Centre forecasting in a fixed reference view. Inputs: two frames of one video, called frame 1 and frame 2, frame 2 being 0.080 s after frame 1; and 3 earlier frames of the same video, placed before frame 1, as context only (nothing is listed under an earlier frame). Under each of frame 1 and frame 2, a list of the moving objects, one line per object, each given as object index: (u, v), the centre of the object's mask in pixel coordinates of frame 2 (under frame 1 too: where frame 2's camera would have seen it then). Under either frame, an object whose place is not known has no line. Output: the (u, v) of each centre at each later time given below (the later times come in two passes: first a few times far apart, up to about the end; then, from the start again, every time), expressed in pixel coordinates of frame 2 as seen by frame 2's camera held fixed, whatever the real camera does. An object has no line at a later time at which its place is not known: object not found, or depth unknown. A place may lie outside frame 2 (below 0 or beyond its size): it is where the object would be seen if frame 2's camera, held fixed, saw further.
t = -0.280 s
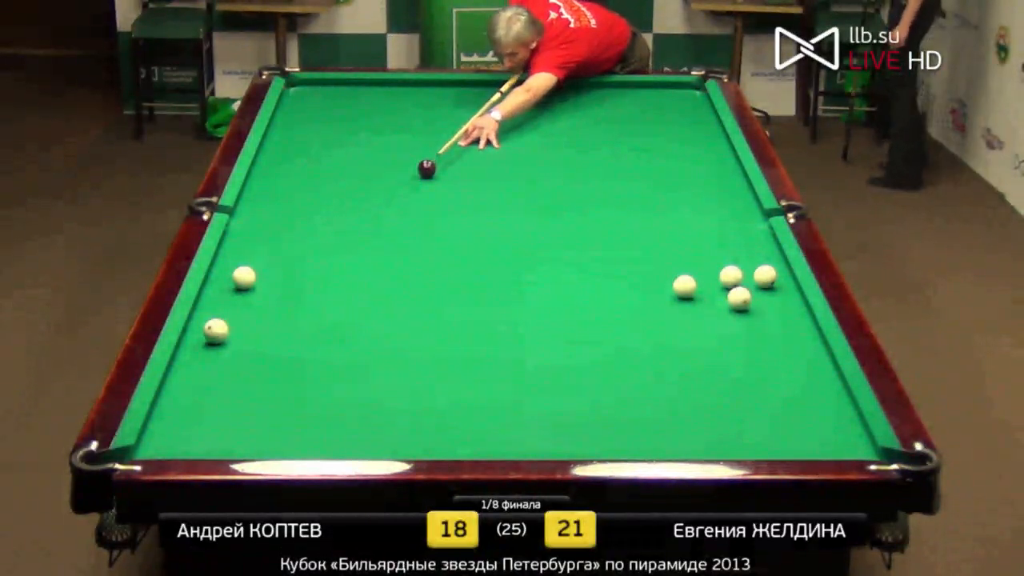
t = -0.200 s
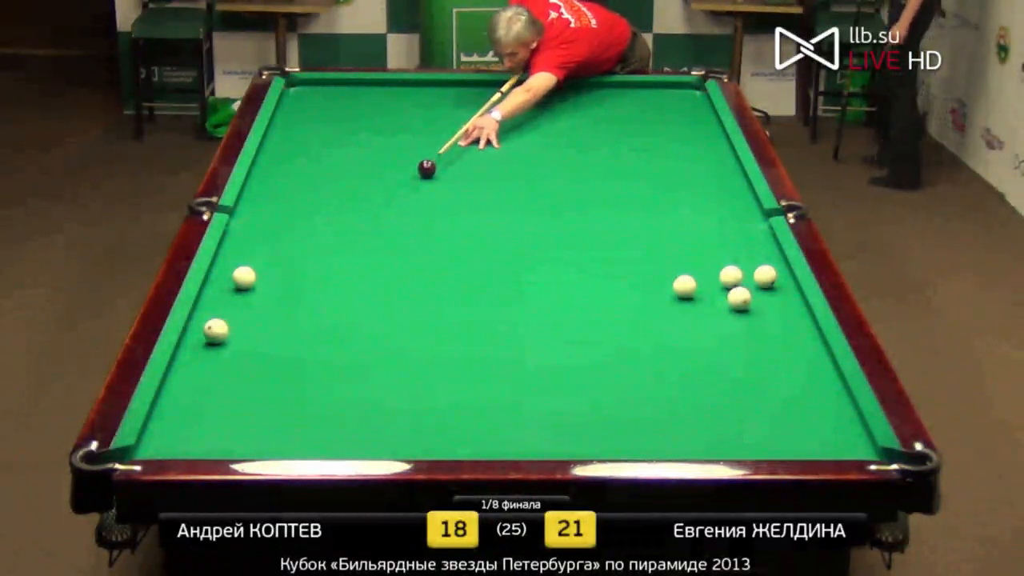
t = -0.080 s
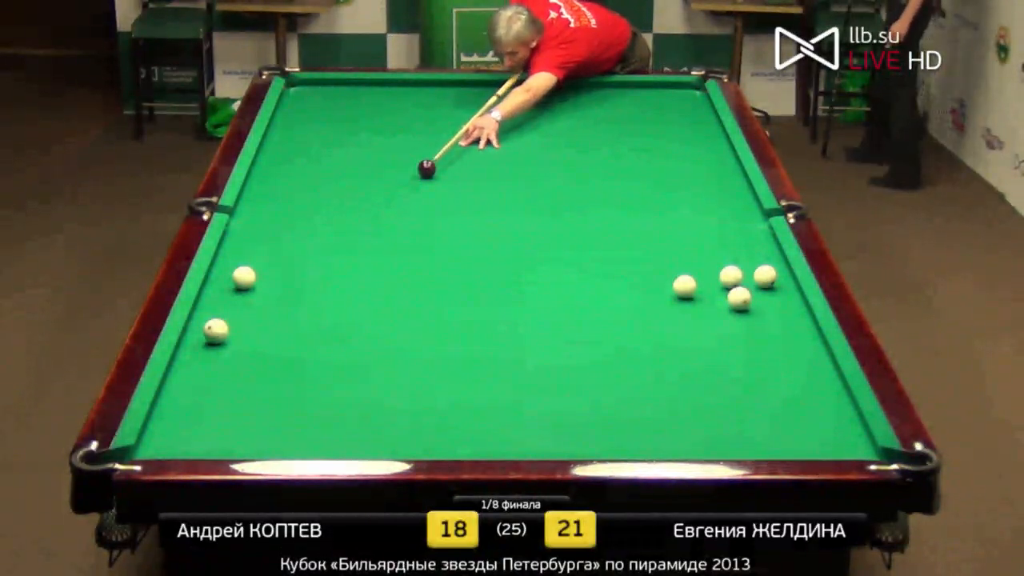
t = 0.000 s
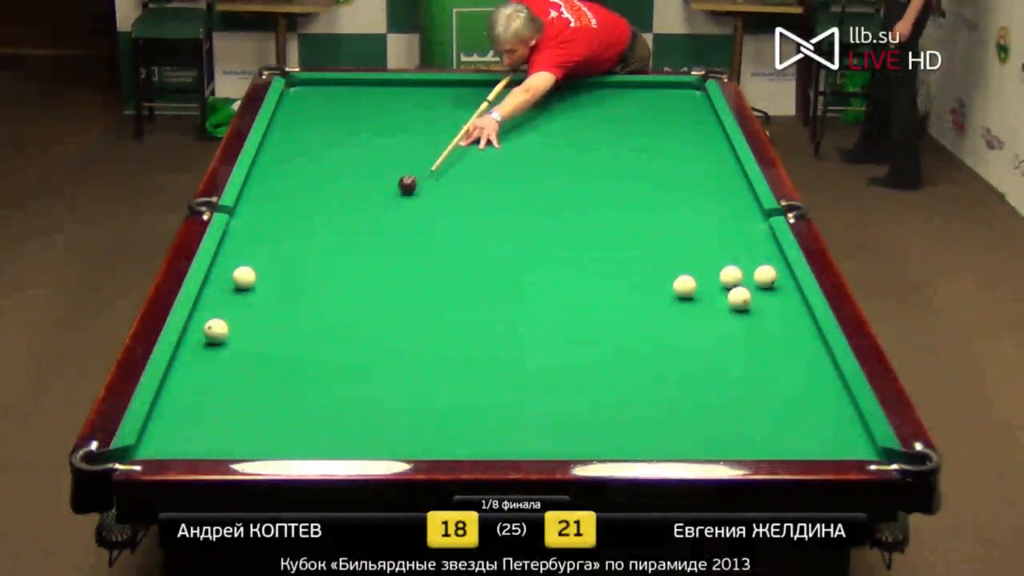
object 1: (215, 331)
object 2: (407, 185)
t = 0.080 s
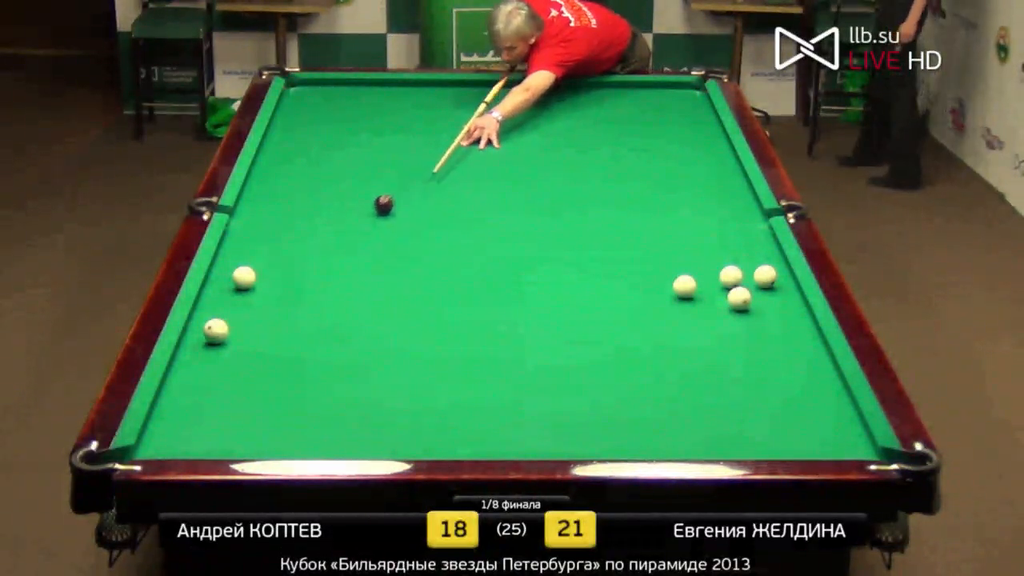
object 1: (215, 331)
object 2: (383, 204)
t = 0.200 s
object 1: (216, 331)
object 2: (348, 234)
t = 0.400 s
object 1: (215, 331)
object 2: (288, 285)
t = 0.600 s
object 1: (192, 337)
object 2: (248, 338)
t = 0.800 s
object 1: (250, 348)
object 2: (271, 382)
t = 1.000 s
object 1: (302, 359)
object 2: (289, 434)
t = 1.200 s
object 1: (355, 370)
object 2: (324, 426)
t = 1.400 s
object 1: (408, 381)
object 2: (361, 396)
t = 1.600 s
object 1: (461, 392)
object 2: (395, 369)
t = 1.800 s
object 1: (516, 403)
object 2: (426, 344)
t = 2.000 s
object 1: (570, 414)
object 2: (454, 321)
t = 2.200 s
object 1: (625, 425)
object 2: (480, 300)
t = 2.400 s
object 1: (679, 435)
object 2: (505, 280)
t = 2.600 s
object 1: (735, 443)
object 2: (527, 263)
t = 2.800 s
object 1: (781, 444)
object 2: (548, 245)
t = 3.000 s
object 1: (819, 441)
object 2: (568, 229)
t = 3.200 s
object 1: (856, 438)
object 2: (586, 215)
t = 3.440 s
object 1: (831, 428)
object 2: (607, 199)
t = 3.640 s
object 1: (806, 421)
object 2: (622, 186)
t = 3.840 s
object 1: (783, 414)
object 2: (637, 174)
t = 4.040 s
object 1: (761, 407)
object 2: (651, 163)
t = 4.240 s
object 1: (740, 401)
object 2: (664, 152)
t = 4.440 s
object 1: (720, 394)
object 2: (676, 142)
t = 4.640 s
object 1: (701, 388)
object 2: (688, 133)
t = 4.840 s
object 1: (684, 383)
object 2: (698, 124)
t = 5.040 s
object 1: (667, 378)
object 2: (709, 116)
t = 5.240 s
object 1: (652, 374)
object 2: (701, 109)
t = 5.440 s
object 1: (637, 370)
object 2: (692, 103)
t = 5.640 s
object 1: (624, 365)
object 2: (683, 98)
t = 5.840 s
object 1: (611, 361)
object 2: (674, 92)
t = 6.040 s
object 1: (599, 357)
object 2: (666, 87)
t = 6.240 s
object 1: (588, 354)
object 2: (660, 85)
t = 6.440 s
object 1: (578, 351)
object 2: (655, 89)
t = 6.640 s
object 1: (569, 348)
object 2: (650, 91)
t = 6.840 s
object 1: (560, 346)
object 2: (646, 94)
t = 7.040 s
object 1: (552, 343)
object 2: (641, 97)
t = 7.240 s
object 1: (544, 341)
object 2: (637, 99)
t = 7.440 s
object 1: (537, 339)
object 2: (633, 102)
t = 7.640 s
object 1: (531, 336)
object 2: (628, 104)
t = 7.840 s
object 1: (525, 334)
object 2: (624, 106)
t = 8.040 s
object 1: (521, 333)
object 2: (620, 108)
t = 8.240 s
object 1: (516, 332)
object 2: (617, 110)
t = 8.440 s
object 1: (513, 331)
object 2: (613, 111)
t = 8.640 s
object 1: (510, 330)
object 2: (610, 113)
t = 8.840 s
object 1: (508, 329)
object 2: (607, 114)
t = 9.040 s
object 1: (507, 328)
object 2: (604, 115)
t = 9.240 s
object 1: (506, 328)
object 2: (602, 117)
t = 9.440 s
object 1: (506, 328)
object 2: (599, 117)
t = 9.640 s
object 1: (505, 328)
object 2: (597, 118)
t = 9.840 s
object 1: (505, 328)
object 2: (595, 119)
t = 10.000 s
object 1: (505, 328)
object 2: (594, 119)
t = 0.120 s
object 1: (215, 331)
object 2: (372, 215)
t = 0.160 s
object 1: (215, 331)
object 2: (360, 224)
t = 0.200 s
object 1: (216, 331)
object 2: (348, 234)
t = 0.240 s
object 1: (216, 331)
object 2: (336, 244)
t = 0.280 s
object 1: (216, 331)
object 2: (325, 254)
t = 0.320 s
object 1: (216, 331)
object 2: (313, 264)
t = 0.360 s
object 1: (216, 331)
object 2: (301, 274)
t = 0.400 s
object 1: (215, 331)
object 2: (288, 285)
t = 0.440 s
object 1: (215, 331)
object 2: (275, 296)
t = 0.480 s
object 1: (216, 331)
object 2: (261, 307)
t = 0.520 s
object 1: (216, 331)
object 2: (248, 319)
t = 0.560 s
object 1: (208, 332)
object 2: (241, 330)
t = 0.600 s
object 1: (192, 337)
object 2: (248, 338)
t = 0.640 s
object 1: (205, 340)
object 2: (255, 346)
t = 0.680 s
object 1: (218, 342)
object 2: (260, 354)
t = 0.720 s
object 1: (229, 344)
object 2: (265, 363)
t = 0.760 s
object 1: (239, 346)
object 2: (268, 373)
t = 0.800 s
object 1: (250, 348)
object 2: (271, 382)
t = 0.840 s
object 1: (260, 350)
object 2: (275, 392)
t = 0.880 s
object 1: (271, 353)
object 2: (278, 402)
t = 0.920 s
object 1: (281, 355)
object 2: (281, 413)
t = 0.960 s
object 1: (291, 357)
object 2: (285, 423)
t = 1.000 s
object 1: (302, 359)
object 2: (289, 434)
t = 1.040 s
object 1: (313, 361)
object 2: (293, 442)
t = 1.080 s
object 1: (323, 364)
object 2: (298, 445)
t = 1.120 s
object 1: (334, 366)
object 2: (307, 440)
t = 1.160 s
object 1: (345, 368)
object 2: (316, 434)
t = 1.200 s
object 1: (355, 370)
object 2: (324, 426)
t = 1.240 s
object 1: (366, 372)
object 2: (332, 420)
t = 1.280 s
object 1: (376, 375)
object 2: (339, 414)
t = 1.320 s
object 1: (387, 377)
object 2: (346, 408)
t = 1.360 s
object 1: (398, 379)
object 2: (354, 402)
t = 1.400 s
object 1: (408, 381)
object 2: (361, 396)
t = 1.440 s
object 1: (419, 383)
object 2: (368, 391)
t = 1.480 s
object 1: (430, 386)
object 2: (375, 385)
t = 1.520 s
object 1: (441, 388)
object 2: (382, 380)
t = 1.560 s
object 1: (451, 390)
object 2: (388, 374)
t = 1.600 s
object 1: (461, 392)
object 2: (395, 369)
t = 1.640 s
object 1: (472, 394)
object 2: (401, 364)
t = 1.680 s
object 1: (483, 396)
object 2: (407, 359)
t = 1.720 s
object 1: (494, 399)
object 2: (414, 354)
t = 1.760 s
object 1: (505, 401)
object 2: (420, 349)
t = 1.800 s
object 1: (516, 403)
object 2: (426, 344)
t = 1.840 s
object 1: (526, 405)
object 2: (432, 339)
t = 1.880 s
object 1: (538, 407)
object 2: (437, 335)
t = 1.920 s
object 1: (548, 409)
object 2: (443, 330)
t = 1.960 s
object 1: (559, 412)
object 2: (448, 325)
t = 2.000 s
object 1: (570, 414)
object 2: (454, 321)
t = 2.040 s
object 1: (581, 416)
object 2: (459, 317)
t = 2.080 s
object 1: (592, 418)
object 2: (465, 312)
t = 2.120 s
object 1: (603, 420)
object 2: (470, 308)
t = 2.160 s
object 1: (614, 422)
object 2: (475, 304)
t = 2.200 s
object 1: (625, 425)
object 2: (480, 300)
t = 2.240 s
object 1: (636, 427)
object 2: (485, 296)
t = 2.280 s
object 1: (646, 429)
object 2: (490, 292)
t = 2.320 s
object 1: (657, 431)
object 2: (495, 288)
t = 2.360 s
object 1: (668, 434)
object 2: (500, 284)
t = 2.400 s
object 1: (679, 435)
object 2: (505, 280)
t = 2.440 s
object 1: (690, 438)
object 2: (509, 276)
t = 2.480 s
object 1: (702, 439)
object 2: (514, 273)
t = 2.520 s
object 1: (713, 441)
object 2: (518, 269)
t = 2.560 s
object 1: (723, 442)
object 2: (523, 266)
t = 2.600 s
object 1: (735, 443)
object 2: (527, 263)
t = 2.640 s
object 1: (745, 445)
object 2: (532, 259)
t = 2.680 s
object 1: (756, 446)
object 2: (536, 256)
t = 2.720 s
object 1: (765, 446)
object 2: (540, 252)
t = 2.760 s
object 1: (773, 445)
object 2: (544, 249)
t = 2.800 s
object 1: (781, 444)
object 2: (548, 245)
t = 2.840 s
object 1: (788, 443)
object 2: (552, 242)
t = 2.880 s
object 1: (796, 443)
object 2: (556, 239)
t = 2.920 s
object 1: (804, 442)
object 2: (560, 236)
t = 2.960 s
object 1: (811, 441)
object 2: (564, 233)
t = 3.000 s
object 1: (819, 441)
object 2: (568, 229)
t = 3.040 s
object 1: (827, 440)
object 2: (572, 227)
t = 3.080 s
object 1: (834, 440)
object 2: (575, 224)
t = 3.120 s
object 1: (841, 439)
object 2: (579, 221)
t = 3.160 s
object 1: (848, 439)
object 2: (583, 218)
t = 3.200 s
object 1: (856, 438)
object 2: (586, 215)
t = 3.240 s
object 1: (857, 437)
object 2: (590, 212)
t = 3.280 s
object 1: (851, 435)
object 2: (593, 210)
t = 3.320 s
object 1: (846, 434)
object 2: (597, 207)
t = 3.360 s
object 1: (841, 432)
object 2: (600, 204)
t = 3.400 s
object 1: (836, 430)
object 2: (603, 202)
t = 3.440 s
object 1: (831, 428)
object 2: (607, 199)
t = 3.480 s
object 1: (826, 426)
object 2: (610, 196)
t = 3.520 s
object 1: (821, 425)
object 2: (613, 194)
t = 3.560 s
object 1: (816, 424)
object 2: (616, 191)
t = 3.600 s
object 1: (811, 422)
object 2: (620, 188)
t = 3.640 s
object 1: (806, 421)
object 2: (622, 186)
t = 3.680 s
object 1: (801, 419)
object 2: (625, 184)
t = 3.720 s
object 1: (797, 418)
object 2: (628, 181)
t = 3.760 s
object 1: (792, 417)
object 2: (631, 179)
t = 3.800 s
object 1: (787, 416)
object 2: (634, 177)
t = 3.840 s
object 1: (783, 414)
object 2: (637, 174)
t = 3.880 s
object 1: (778, 412)
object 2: (640, 172)
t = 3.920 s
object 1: (774, 411)
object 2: (643, 170)
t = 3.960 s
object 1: (770, 410)
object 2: (645, 167)
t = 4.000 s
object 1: (765, 409)
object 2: (648, 165)
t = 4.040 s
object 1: (761, 407)
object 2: (651, 163)
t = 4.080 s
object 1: (757, 406)
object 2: (654, 161)
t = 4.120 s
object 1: (752, 405)
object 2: (656, 159)
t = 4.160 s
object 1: (748, 403)
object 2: (659, 157)
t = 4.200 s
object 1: (744, 402)
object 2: (661, 154)
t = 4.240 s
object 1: (740, 401)
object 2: (664, 152)
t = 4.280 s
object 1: (736, 399)
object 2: (666, 150)
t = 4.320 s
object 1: (732, 398)
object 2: (669, 148)
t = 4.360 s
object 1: (728, 397)
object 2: (671, 146)
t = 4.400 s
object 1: (724, 395)
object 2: (674, 144)
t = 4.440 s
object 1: (720, 394)
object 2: (676, 142)
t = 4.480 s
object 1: (716, 393)
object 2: (679, 140)
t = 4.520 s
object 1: (712, 392)
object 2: (681, 139)
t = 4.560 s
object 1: (709, 391)
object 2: (683, 137)
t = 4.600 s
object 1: (705, 390)
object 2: (685, 135)
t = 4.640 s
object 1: (701, 388)
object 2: (688, 133)
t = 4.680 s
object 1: (698, 388)
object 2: (690, 131)
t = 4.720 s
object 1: (694, 387)
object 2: (692, 130)
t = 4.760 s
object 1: (690, 385)
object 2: (694, 128)
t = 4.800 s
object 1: (687, 384)
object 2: (696, 126)
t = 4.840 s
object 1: (684, 383)
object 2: (698, 124)
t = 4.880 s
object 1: (681, 383)
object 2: (700, 123)
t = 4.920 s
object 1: (677, 381)
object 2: (702, 121)
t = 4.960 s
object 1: (674, 380)
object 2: (704, 119)
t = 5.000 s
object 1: (671, 380)
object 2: (706, 118)
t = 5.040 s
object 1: (667, 378)
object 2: (709, 116)
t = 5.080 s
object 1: (664, 377)
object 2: (710, 115)
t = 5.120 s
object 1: (661, 376)
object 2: (708, 113)
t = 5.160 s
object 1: (658, 376)
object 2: (706, 112)
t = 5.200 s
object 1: (655, 375)
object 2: (704, 110)
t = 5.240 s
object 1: (652, 374)
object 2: (701, 109)
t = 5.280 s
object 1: (649, 372)
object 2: (699, 108)
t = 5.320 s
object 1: (646, 372)
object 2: (697, 107)
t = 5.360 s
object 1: (643, 371)
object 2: (696, 106)
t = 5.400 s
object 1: (640, 370)
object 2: (694, 104)
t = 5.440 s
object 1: (637, 370)
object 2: (692, 103)
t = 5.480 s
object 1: (635, 368)
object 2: (690, 102)
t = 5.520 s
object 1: (632, 368)
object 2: (688, 101)
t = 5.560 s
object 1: (629, 366)
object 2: (686, 99)
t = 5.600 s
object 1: (626, 366)
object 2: (685, 98)
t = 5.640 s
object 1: (624, 365)
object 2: (683, 98)
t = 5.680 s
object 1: (621, 364)
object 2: (681, 96)
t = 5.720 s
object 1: (619, 364)
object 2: (679, 95)
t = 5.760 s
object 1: (616, 363)
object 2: (677, 94)
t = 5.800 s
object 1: (614, 362)
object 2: (676, 93)
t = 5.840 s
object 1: (611, 361)
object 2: (674, 92)
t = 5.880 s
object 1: (609, 360)
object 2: (672, 91)
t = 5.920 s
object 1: (606, 359)
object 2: (670, 90)
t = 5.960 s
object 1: (604, 359)
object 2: (669, 89)
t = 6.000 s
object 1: (601, 358)
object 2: (667, 88)
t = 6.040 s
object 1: (599, 357)
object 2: (666, 87)
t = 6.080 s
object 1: (597, 357)
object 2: (664, 86)
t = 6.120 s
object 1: (595, 356)
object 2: (663, 84)
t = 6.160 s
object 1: (592, 356)
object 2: (662, 84)
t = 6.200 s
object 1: (590, 355)
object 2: (660, 85)
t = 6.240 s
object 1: (588, 354)
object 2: (660, 85)
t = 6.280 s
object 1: (586, 354)
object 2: (659, 86)
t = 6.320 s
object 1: (584, 353)
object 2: (657, 87)
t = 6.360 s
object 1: (582, 352)
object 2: (657, 87)
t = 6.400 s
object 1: (580, 352)
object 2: (655, 88)
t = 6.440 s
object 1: (578, 351)
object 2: (655, 89)
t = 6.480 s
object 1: (576, 350)
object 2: (653, 90)
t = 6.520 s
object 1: (574, 350)
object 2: (653, 90)
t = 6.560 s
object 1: (572, 349)
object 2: (652, 90)
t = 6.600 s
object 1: (570, 348)
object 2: (651, 91)
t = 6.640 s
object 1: (569, 348)
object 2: (650, 91)
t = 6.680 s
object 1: (567, 348)
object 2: (649, 92)
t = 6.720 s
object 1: (565, 347)
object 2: (648, 92)
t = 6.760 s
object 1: (563, 347)
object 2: (647, 93)
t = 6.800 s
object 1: (561, 346)
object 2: (646, 93)
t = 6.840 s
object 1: (560, 346)
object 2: (646, 94)
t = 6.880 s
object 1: (558, 345)
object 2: (645, 95)
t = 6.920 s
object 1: (557, 345)
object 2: (643, 95)
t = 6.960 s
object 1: (555, 344)
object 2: (643, 96)
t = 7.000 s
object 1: (553, 344)
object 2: (642, 96)
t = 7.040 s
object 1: (552, 343)
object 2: (641, 97)
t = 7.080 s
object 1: (550, 342)
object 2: (640, 97)
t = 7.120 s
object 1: (549, 342)
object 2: (639, 98)
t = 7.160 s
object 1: (547, 341)
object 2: (638, 98)
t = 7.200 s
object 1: (546, 341)
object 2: (638, 99)
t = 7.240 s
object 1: (544, 341)
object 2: (637, 99)
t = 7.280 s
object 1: (543, 340)
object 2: (636, 100)
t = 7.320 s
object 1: (541, 340)
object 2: (635, 100)
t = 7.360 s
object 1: (540, 339)
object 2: (634, 101)
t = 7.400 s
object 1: (538, 339)
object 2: (633, 101)
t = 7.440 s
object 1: (537, 339)
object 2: (633, 102)
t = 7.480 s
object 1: (536, 338)
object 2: (632, 102)
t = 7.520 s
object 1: (534, 338)
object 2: (631, 103)
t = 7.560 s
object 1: (533, 337)
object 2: (630, 103)
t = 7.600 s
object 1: (532, 337)
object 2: (629, 104)
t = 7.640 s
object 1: (531, 336)
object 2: (628, 104)
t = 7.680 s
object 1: (530, 336)
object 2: (628, 104)
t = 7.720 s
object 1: (529, 336)
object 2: (627, 105)
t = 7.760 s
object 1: (527, 335)
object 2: (626, 105)
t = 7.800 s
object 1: (526, 335)
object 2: (625, 106)
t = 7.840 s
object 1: (525, 334)
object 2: (624, 106)
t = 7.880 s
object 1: (524, 334)
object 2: (624, 106)
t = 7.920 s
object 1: (523, 334)
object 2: (623, 107)
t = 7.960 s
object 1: (522, 333)
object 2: (622, 107)
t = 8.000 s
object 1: (521, 333)
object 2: (621, 108)
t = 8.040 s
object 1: (521, 333)
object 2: (620, 108)
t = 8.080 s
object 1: (520, 333)
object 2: (620, 108)
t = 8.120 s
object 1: (519, 333)
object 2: (619, 109)
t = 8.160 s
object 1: (518, 332)
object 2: (618, 109)
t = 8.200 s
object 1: (517, 332)
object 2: (618, 109)
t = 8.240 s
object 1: (516, 332)
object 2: (617, 110)
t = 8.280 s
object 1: (516, 332)
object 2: (616, 110)
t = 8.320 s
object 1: (515, 331)
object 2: (615, 110)
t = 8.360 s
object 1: (514, 331)
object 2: (615, 111)
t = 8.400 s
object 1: (513, 331)
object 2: (614, 111)
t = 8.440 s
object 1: (513, 331)
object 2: (613, 111)
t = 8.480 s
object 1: (512, 330)
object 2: (613, 112)
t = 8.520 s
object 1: (512, 330)
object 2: (612, 112)
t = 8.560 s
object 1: (511, 330)
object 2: (611, 112)
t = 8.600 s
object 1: (510, 330)
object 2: (611, 113)
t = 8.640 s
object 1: (510, 330)
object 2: (610, 113)
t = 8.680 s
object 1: (509, 329)
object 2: (609, 113)
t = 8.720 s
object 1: (509, 329)
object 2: (609, 114)
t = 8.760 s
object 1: (509, 329)
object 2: (608, 114)
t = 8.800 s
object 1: (508, 329)
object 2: (608, 114)
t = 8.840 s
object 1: (508, 329)
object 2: (607, 114)
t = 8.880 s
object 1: (507, 329)
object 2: (607, 115)
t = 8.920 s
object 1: (507, 329)
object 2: (606, 115)
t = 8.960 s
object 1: (507, 329)
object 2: (605, 115)
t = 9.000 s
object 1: (507, 329)
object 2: (605, 115)
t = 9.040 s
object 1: (507, 328)
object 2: (604, 115)
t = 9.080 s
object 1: (507, 329)
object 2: (604, 116)
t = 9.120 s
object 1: (506, 328)
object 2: (603, 116)
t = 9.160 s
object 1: (506, 328)
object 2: (603, 116)
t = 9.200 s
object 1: (506, 328)
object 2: (602, 116)
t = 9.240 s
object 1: (506, 328)
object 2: (602, 117)
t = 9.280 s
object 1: (506, 328)
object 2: (601, 117)
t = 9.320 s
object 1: (506, 328)
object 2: (601, 117)
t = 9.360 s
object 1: (506, 328)
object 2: (600, 117)
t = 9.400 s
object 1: (506, 328)
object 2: (600, 117)
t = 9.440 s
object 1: (506, 328)
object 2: (599, 117)
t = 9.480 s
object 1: (505, 328)
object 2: (599, 117)
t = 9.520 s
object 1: (505, 328)
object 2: (598, 118)
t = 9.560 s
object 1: (505, 328)
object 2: (598, 118)
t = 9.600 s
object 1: (505, 328)
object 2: (598, 118)
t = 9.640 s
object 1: (505, 328)
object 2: (597, 118)
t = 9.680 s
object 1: (506, 328)
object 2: (597, 118)
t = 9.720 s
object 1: (505, 328)
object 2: (596, 118)
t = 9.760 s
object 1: (505, 328)
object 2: (596, 118)
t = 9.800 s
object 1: (505, 328)
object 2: (596, 119)
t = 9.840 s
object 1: (505, 328)
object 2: (595, 119)
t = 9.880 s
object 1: (505, 328)
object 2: (595, 119)
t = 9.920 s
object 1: (505, 328)
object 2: (594, 119)
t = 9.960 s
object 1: (505, 328)
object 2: (594, 119)
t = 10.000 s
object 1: (505, 328)
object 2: (594, 119)
